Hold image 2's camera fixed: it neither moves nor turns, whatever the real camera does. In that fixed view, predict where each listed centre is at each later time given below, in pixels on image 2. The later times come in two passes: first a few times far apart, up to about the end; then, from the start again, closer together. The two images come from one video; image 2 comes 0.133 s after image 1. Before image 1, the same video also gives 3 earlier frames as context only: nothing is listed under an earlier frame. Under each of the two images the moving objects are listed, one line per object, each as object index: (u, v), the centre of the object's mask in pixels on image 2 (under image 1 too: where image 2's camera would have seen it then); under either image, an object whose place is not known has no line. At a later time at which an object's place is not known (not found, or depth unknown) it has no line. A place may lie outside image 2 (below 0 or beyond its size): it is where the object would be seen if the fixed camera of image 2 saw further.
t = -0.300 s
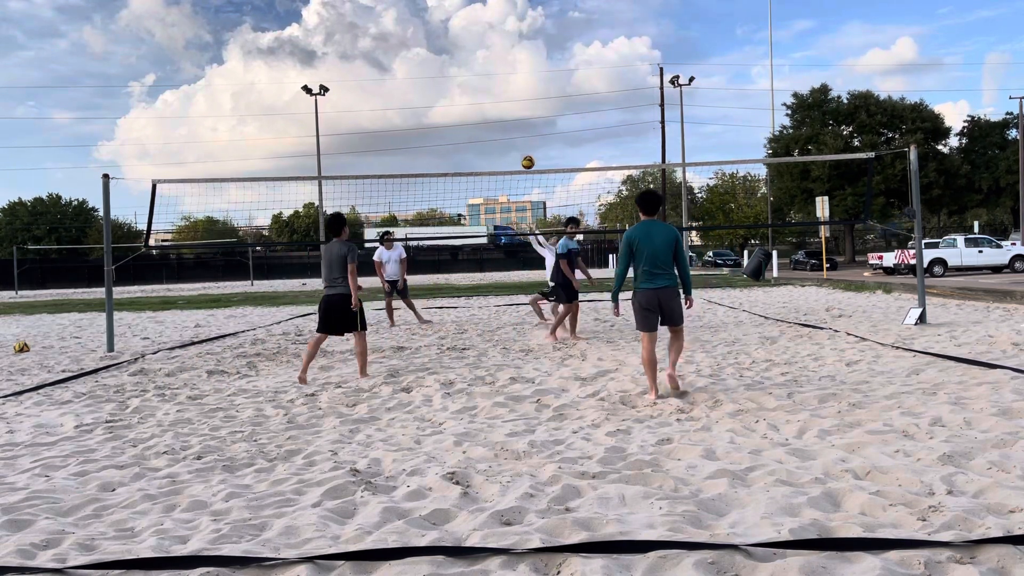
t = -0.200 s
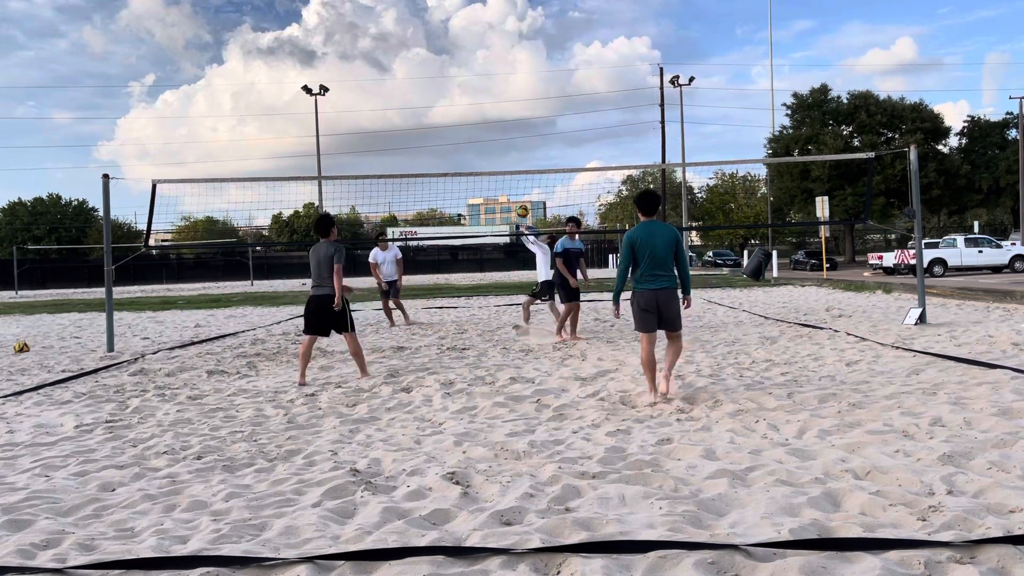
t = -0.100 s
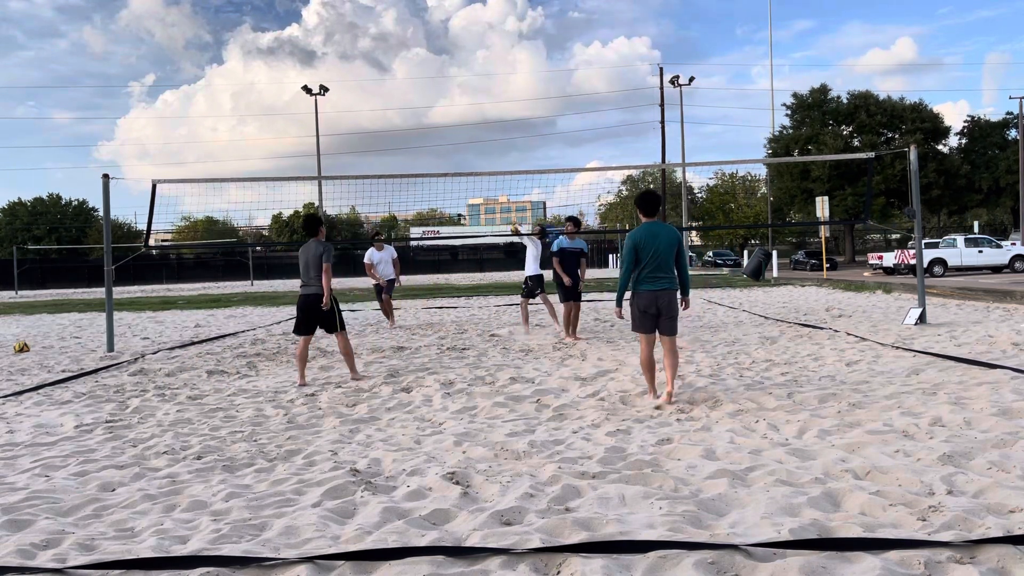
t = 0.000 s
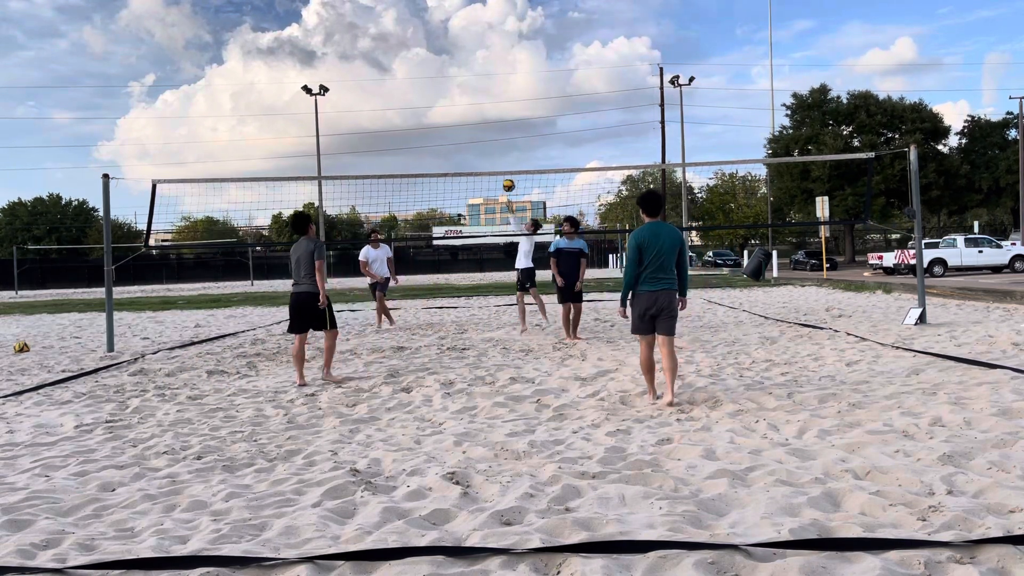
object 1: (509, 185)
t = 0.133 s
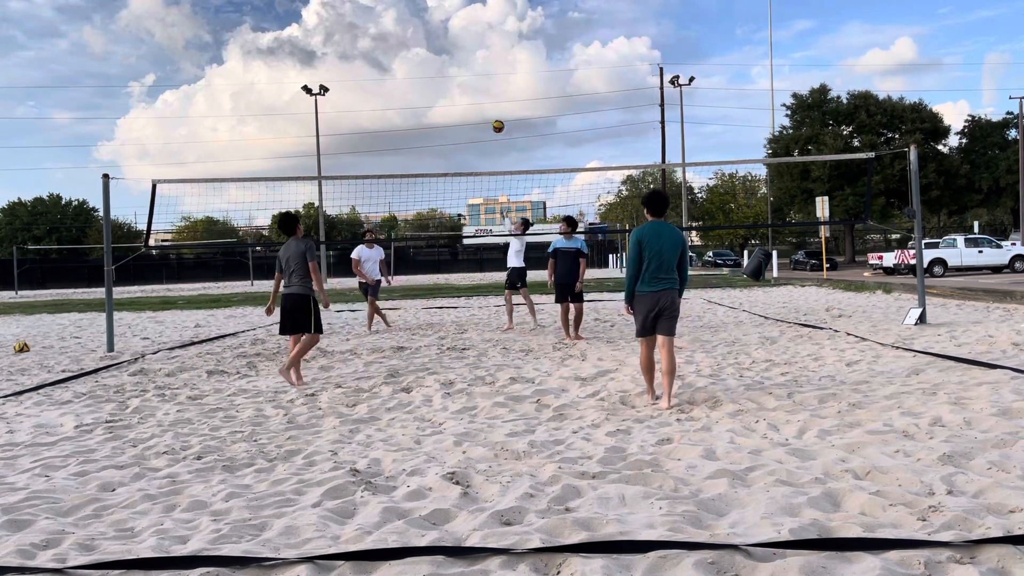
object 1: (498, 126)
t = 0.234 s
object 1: (490, 90)
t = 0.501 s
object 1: (470, 29)
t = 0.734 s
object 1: (453, 14)
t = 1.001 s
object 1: (436, 36)
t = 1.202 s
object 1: (424, 76)
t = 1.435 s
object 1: (410, 147)
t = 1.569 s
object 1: (402, 197)
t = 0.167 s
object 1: (495, 113)
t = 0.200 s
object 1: (492, 101)
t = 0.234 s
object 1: (490, 90)
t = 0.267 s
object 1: (487, 80)
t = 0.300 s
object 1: (485, 70)
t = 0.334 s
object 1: (482, 61)
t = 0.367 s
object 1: (480, 53)
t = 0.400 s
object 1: (477, 46)
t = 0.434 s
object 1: (475, 40)
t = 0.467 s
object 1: (472, 34)
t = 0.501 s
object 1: (470, 29)
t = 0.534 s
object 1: (467, 25)
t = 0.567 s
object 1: (465, 21)
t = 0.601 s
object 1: (463, 18)
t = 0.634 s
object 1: (460, 16)
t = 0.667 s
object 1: (458, 15)
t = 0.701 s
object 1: (456, 14)
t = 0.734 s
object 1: (453, 14)
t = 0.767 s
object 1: (451, 15)
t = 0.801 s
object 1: (449, 16)
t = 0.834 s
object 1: (447, 17)
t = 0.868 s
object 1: (444, 20)
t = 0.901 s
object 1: (442, 23)
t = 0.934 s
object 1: (440, 27)
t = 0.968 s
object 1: (438, 31)
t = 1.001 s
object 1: (436, 36)
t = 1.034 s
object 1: (434, 41)
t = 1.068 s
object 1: (432, 47)
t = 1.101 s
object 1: (430, 53)
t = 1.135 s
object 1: (428, 60)
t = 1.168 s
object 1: (426, 68)
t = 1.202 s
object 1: (424, 76)
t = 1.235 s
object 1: (422, 85)
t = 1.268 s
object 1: (420, 94)
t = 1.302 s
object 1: (418, 104)
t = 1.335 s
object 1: (415, 114)
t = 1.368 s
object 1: (414, 125)
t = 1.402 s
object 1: (412, 136)
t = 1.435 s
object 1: (410, 147)
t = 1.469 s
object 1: (407, 159)
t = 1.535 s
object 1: (404, 184)
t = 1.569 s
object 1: (402, 197)
